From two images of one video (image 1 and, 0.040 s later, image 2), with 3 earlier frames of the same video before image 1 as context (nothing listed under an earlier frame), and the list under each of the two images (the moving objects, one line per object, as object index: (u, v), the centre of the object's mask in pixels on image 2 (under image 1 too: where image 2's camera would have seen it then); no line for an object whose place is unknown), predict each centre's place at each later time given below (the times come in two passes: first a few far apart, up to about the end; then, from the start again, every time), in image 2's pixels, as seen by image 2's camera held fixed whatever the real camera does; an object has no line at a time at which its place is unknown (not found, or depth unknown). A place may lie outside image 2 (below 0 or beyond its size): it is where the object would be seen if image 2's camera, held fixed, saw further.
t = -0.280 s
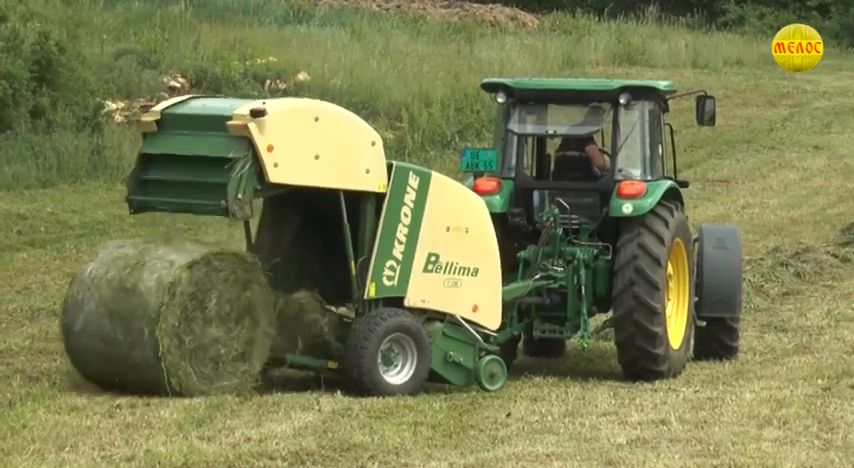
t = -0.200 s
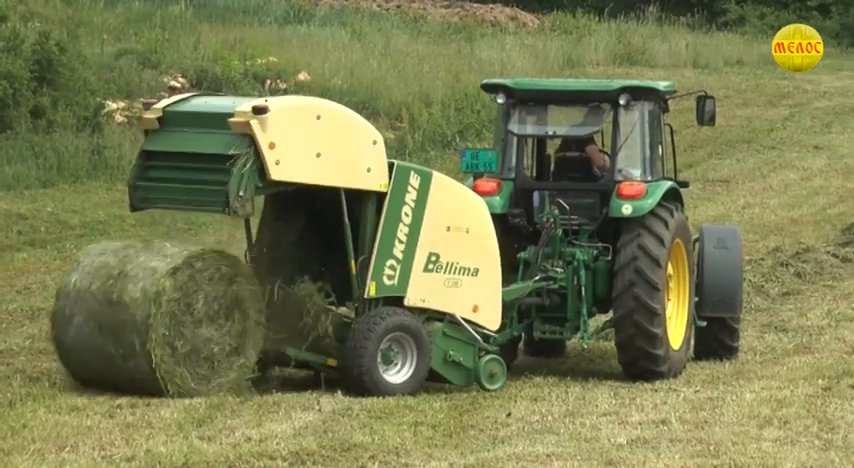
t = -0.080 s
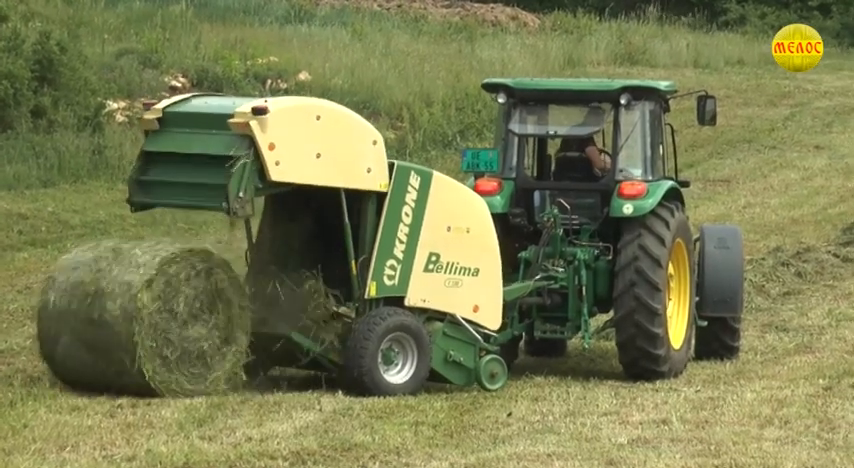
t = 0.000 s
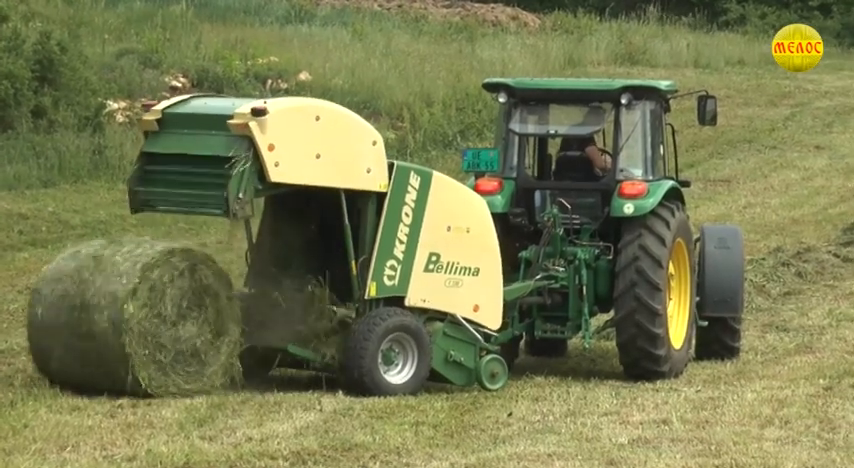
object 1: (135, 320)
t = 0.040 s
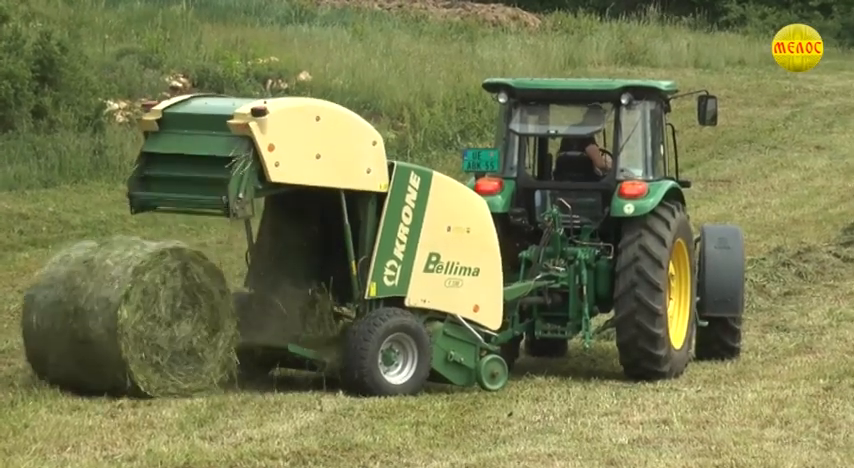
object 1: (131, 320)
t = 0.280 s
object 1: (105, 321)
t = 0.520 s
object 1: (89, 322)
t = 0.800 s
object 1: (72, 320)
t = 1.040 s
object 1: (60, 321)
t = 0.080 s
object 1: (127, 320)
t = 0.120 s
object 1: (122, 320)
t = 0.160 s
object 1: (117, 320)
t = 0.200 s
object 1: (113, 321)
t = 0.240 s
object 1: (109, 321)
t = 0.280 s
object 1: (105, 321)
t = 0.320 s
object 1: (102, 321)
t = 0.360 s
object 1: (99, 322)
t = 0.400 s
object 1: (96, 322)
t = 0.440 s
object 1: (94, 322)
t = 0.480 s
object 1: (91, 322)
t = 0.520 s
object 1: (89, 322)
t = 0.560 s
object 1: (87, 322)
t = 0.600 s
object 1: (85, 322)
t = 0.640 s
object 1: (82, 321)
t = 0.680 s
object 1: (80, 321)
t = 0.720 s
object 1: (77, 321)
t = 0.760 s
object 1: (75, 321)
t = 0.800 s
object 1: (72, 320)
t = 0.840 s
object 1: (70, 320)
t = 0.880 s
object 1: (68, 321)
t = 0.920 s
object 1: (66, 320)
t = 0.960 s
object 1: (64, 320)
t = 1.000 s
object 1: (62, 320)
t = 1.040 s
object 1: (60, 321)
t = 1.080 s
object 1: (57, 321)
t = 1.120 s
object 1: (55, 321)
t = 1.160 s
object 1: (52, 320)
